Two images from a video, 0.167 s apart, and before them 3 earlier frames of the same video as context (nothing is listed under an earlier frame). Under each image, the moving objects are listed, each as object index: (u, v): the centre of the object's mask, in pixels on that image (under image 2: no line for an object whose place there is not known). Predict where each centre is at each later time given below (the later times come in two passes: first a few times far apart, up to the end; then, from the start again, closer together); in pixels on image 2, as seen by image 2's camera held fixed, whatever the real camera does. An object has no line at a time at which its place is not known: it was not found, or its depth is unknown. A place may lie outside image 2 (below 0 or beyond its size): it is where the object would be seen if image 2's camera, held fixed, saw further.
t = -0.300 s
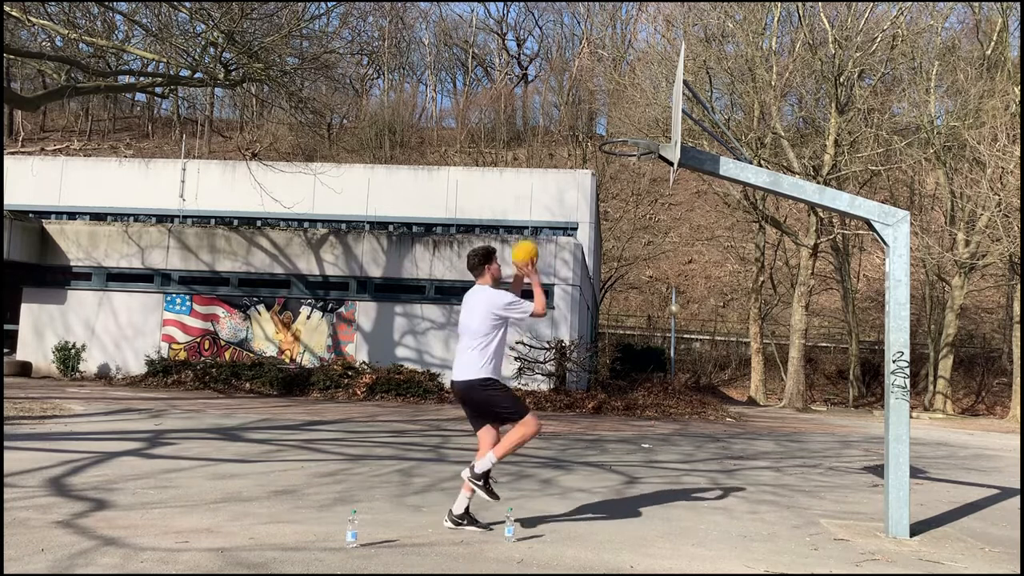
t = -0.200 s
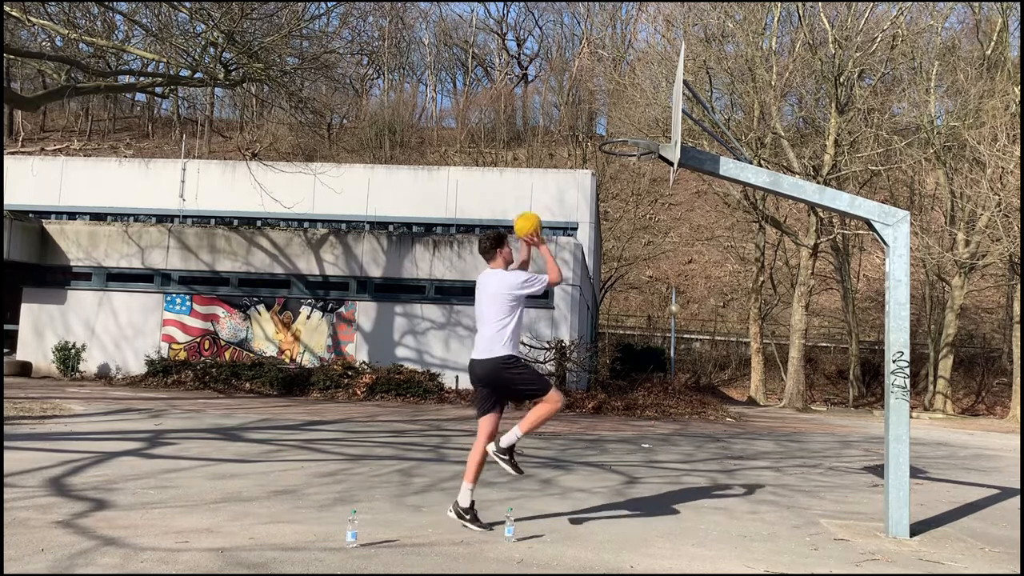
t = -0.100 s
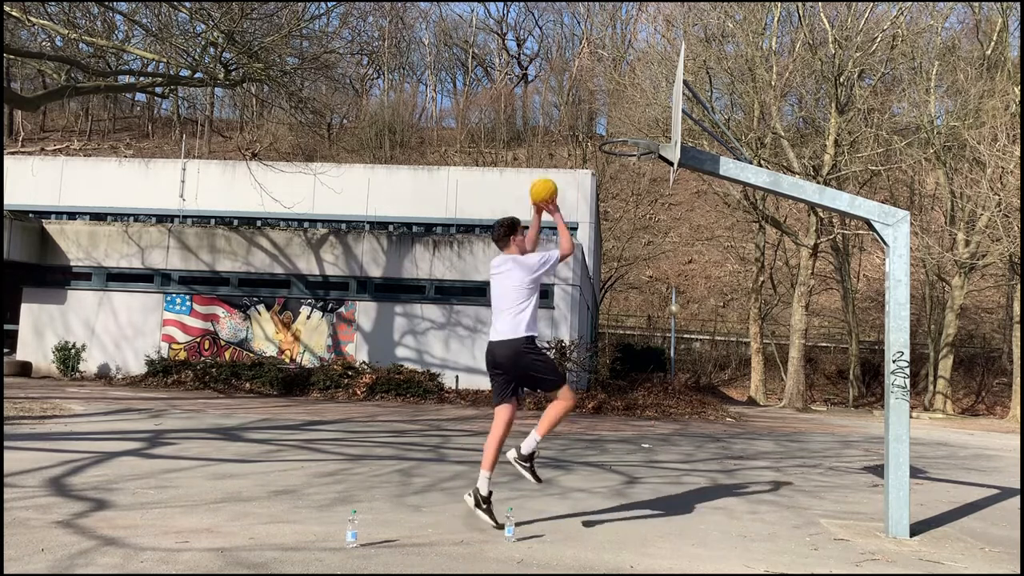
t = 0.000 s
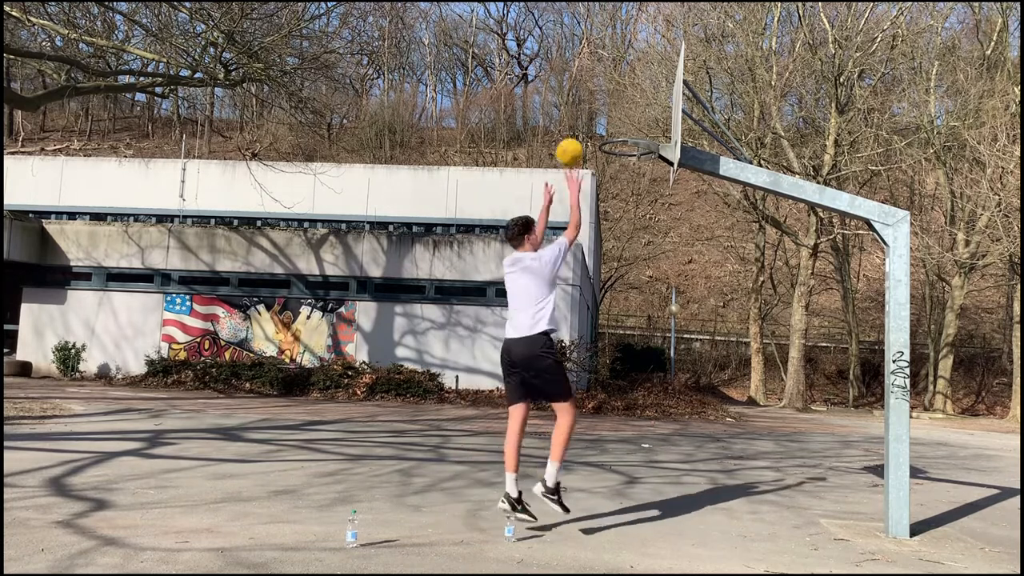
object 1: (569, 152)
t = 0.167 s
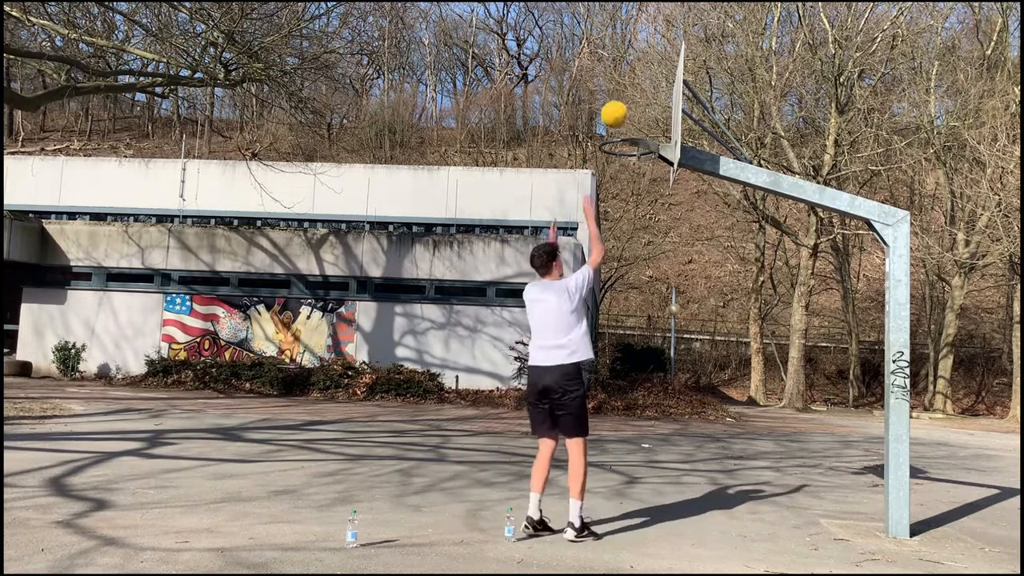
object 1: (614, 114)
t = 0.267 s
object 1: (639, 108)
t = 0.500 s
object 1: (640, 131)
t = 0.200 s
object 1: (622, 110)
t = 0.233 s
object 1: (630, 108)
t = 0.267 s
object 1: (639, 108)
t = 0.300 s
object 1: (646, 109)
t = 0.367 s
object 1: (661, 115)
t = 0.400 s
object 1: (661, 118)
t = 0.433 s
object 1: (654, 123)
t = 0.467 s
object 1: (647, 128)
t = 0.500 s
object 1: (640, 131)
